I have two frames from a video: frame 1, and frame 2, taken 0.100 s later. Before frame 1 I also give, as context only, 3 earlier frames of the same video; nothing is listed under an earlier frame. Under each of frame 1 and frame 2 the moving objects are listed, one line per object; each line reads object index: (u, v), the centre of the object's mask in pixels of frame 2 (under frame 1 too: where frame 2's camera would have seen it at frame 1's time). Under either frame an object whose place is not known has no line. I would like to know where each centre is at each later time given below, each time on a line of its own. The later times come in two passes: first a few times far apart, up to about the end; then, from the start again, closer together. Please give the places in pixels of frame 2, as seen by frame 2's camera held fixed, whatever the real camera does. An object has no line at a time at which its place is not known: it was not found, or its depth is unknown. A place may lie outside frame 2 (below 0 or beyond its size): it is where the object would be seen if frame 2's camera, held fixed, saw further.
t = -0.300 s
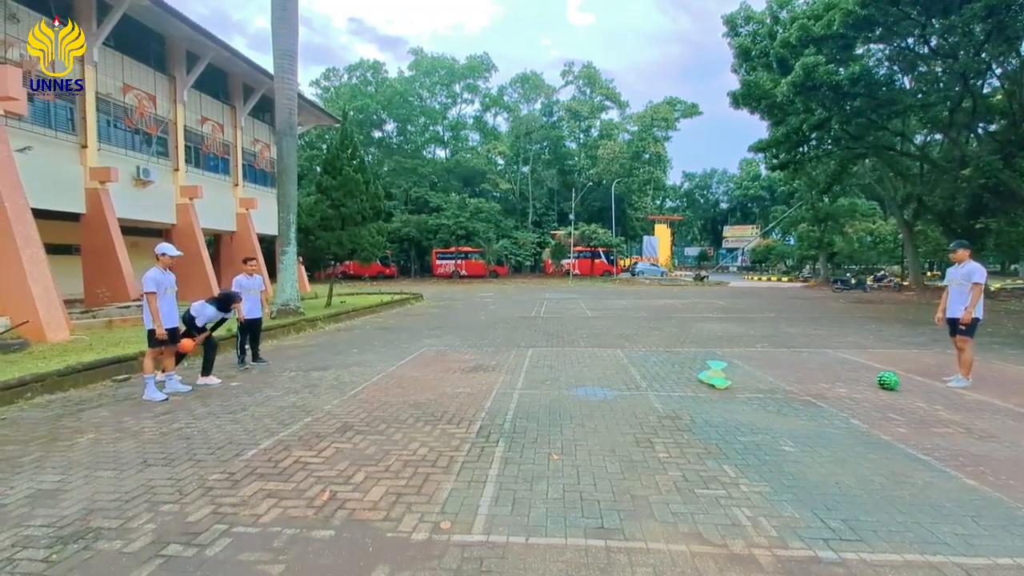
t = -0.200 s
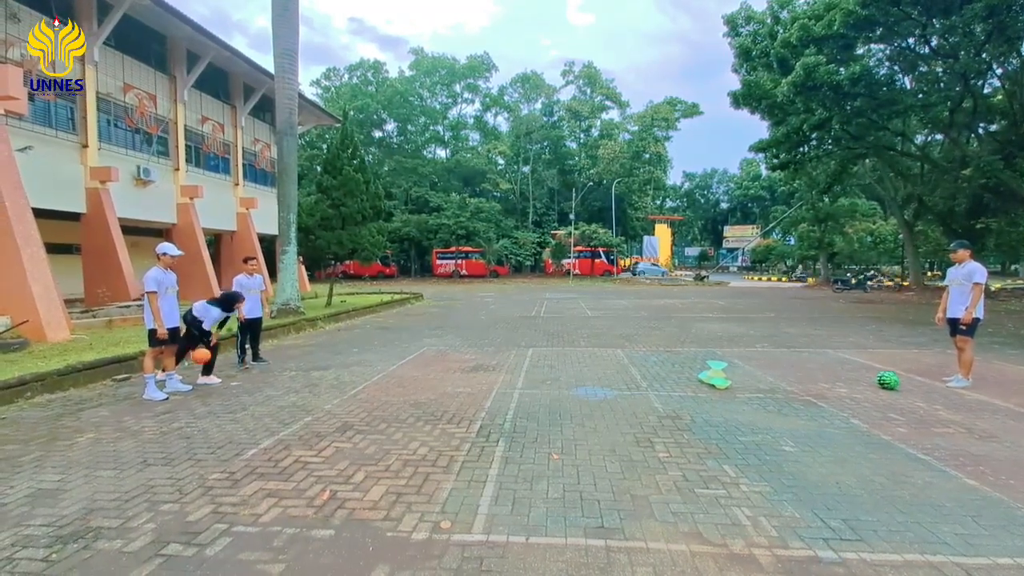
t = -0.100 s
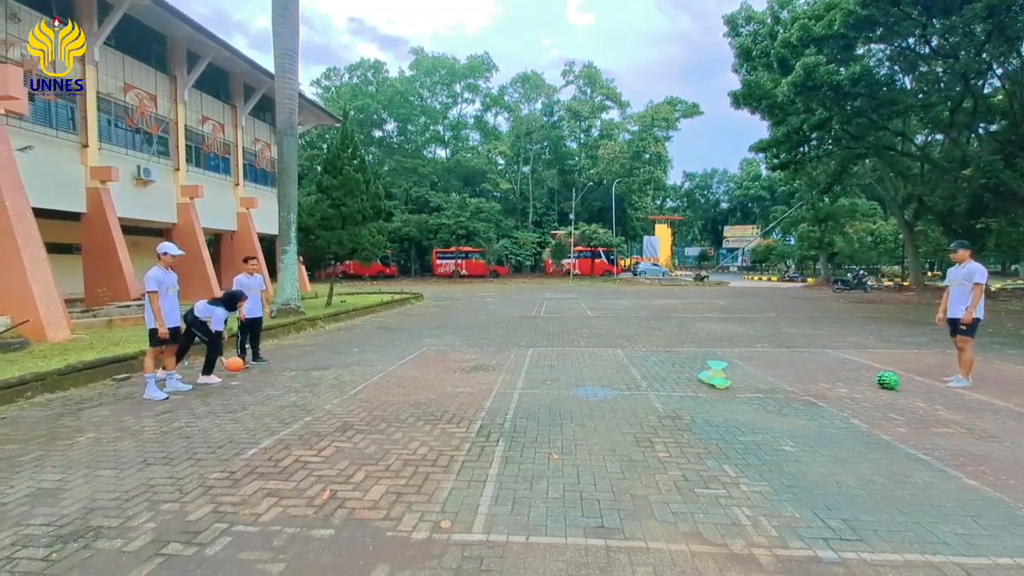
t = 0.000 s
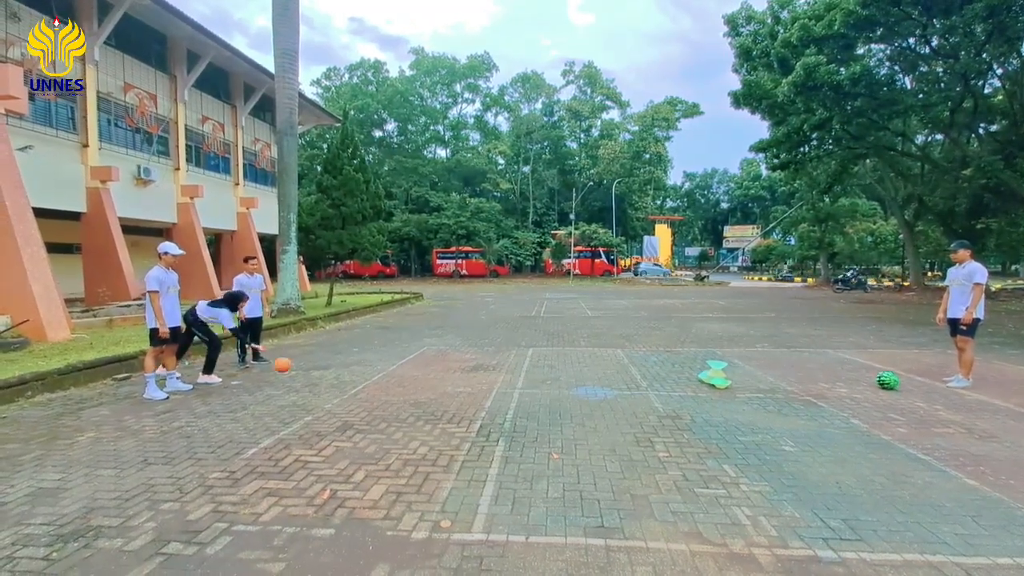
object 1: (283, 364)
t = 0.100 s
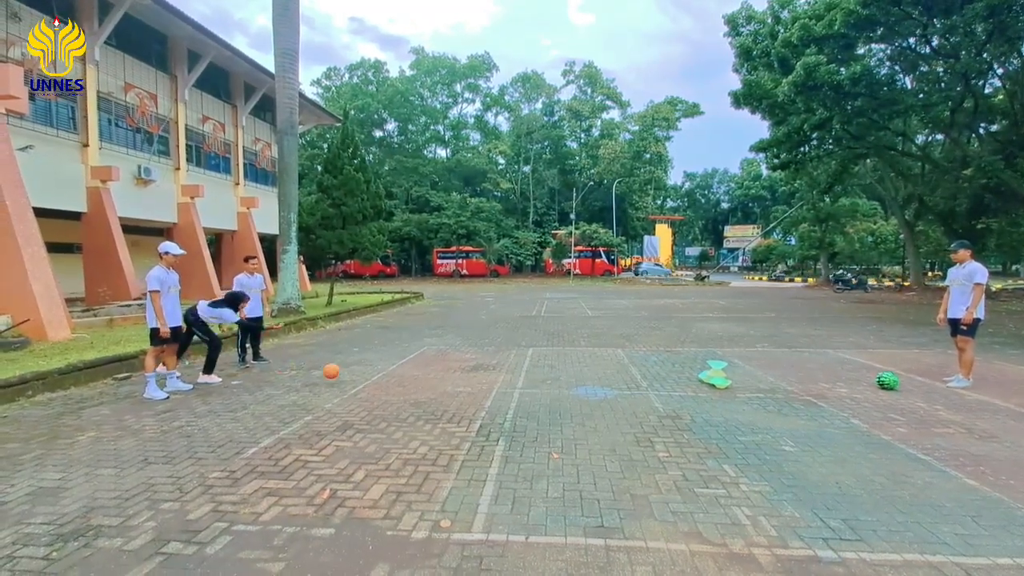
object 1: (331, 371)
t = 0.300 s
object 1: (405, 365)
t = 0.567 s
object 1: (492, 365)
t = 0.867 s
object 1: (583, 363)
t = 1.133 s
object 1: (658, 363)
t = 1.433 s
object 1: (736, 362)
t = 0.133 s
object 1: (348, 376)
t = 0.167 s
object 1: (360, 374)
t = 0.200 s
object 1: (372, 370)
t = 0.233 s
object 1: (383, 367)
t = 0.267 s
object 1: (394, 366)
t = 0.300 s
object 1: (405, 365)
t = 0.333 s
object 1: (416, 365)
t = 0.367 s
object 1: (428, 367)
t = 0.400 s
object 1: (439, 369)
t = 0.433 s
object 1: (450, 371)
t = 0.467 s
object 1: (461, 373)
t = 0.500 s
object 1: (471, 369)
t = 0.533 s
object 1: (482, 367)
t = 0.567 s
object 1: (492, 365)
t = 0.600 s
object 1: (502, 364)
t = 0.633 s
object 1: (513, 364)
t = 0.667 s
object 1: (524, 365)
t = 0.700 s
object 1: (533, 366)
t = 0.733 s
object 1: (544, 369)
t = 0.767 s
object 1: (554, 370)
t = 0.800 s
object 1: (564, 367)
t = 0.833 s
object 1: (574, 364)
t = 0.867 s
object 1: (583, 363)
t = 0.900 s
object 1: (593, 362)
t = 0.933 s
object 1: (603, 362)
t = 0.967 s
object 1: (612, 363)
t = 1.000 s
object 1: (621, 365)
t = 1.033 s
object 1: (631, 368)
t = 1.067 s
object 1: (640, 366)
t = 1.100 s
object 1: (649, 364)
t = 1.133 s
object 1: (658, 363)
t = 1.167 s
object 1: (668, 362)
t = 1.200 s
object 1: (676, 363)
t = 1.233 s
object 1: (685, 364)
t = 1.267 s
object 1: (694, 366)
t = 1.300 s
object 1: (702, 364)
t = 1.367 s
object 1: (721, 358)
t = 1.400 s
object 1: (729, 360)
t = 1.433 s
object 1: (736, 362)
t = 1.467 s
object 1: (744, 363)
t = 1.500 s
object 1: (753, 363)
